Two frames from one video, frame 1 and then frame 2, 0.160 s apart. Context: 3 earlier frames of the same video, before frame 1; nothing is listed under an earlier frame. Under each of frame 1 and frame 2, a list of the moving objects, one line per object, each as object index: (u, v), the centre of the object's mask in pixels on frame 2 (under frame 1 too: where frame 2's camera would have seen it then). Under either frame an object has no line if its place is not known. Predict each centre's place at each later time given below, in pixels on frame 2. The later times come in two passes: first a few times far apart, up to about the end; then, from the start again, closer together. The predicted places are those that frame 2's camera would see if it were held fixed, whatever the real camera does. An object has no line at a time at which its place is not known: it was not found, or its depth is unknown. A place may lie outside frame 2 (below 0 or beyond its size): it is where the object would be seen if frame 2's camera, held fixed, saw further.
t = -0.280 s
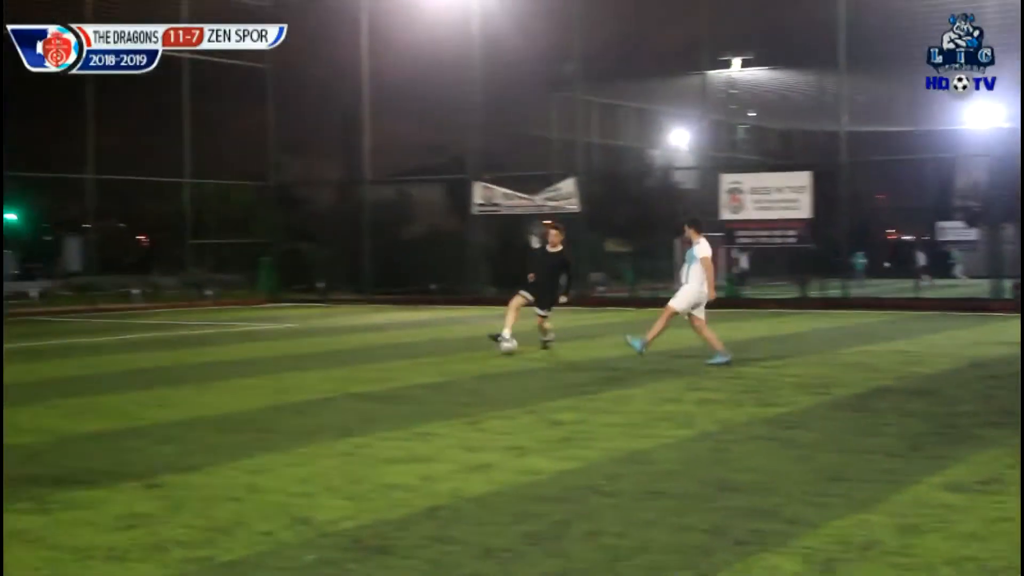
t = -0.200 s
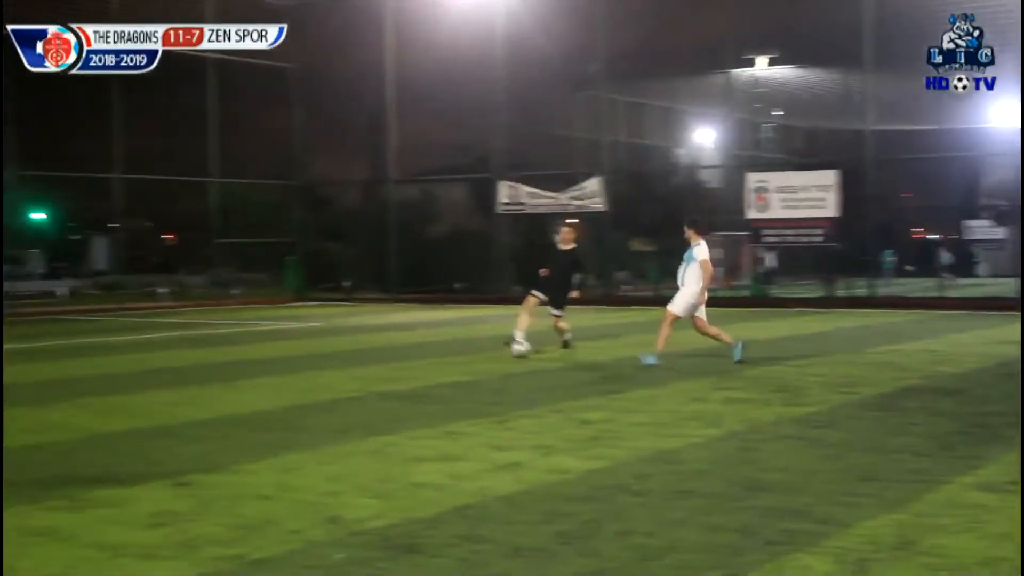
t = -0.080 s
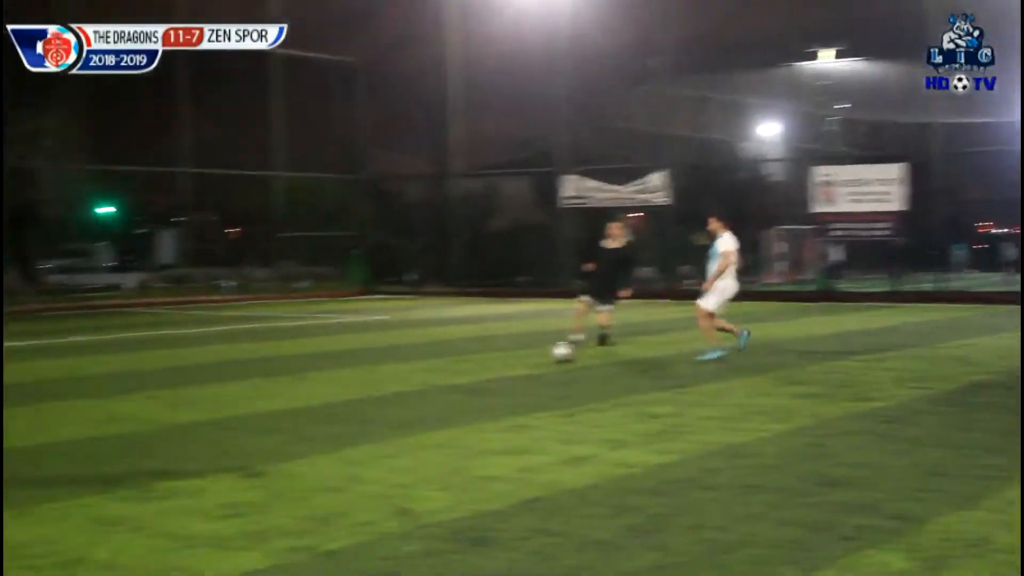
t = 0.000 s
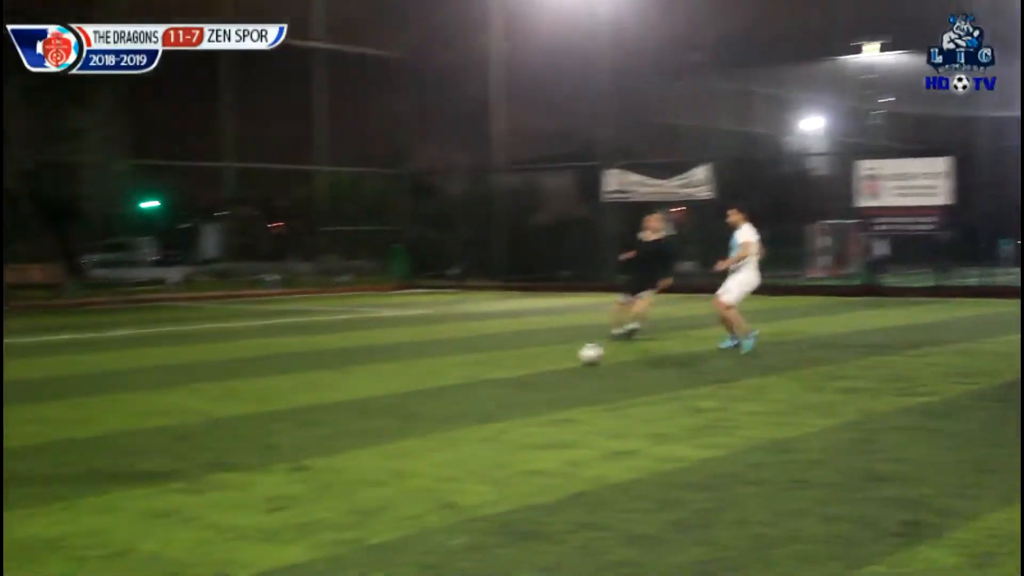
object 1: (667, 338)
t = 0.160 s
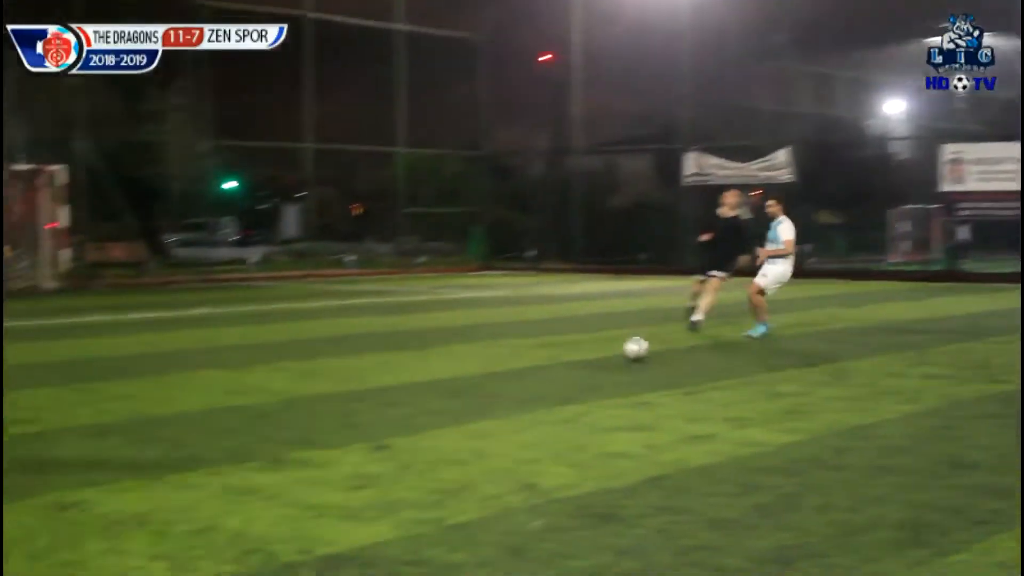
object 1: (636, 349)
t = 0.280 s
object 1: (609, 361)
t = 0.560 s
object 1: (532, 381)
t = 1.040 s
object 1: (314, 473)
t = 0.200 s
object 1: (628, 355)
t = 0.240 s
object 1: (619, 358)
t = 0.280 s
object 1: (609, 361)
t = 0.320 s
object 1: (600, 367)
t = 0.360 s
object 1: (590, 370)
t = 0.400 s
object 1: (579, 373)
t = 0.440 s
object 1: (568, 377)
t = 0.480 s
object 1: (557, 384)
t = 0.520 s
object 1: (545, 382)
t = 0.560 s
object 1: (532, 381)
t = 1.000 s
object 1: (338, 456)
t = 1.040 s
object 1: (314, 473)
